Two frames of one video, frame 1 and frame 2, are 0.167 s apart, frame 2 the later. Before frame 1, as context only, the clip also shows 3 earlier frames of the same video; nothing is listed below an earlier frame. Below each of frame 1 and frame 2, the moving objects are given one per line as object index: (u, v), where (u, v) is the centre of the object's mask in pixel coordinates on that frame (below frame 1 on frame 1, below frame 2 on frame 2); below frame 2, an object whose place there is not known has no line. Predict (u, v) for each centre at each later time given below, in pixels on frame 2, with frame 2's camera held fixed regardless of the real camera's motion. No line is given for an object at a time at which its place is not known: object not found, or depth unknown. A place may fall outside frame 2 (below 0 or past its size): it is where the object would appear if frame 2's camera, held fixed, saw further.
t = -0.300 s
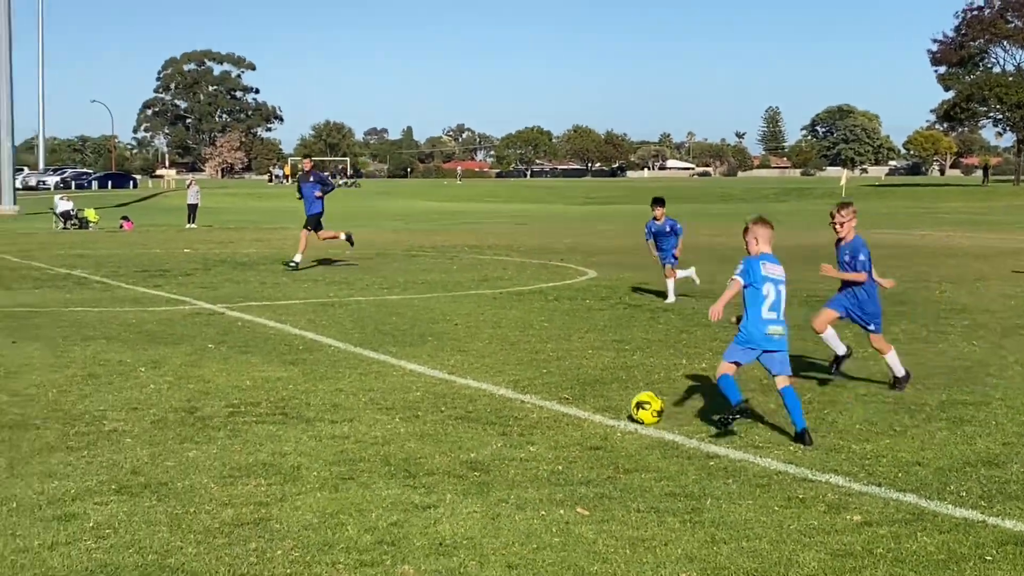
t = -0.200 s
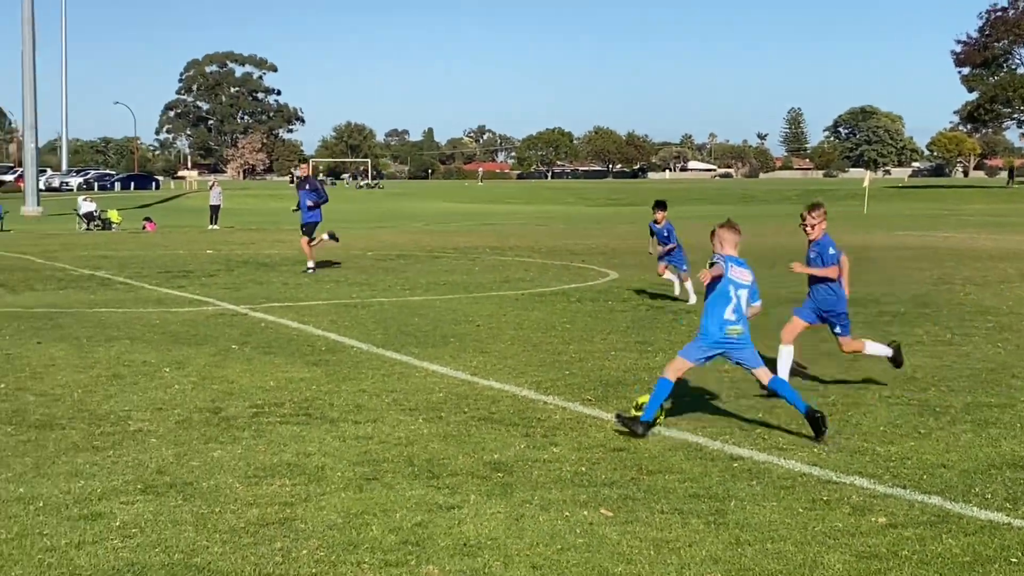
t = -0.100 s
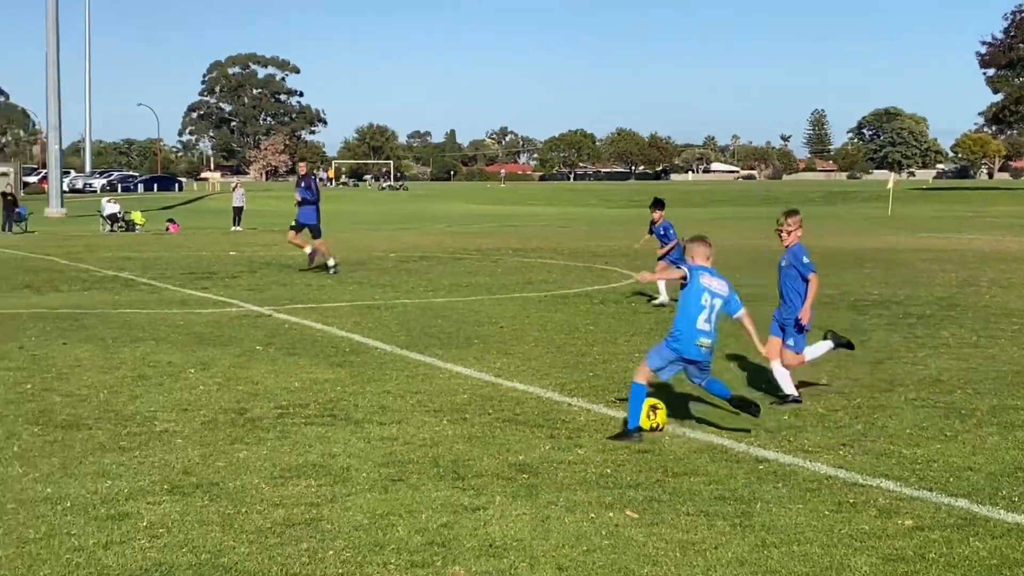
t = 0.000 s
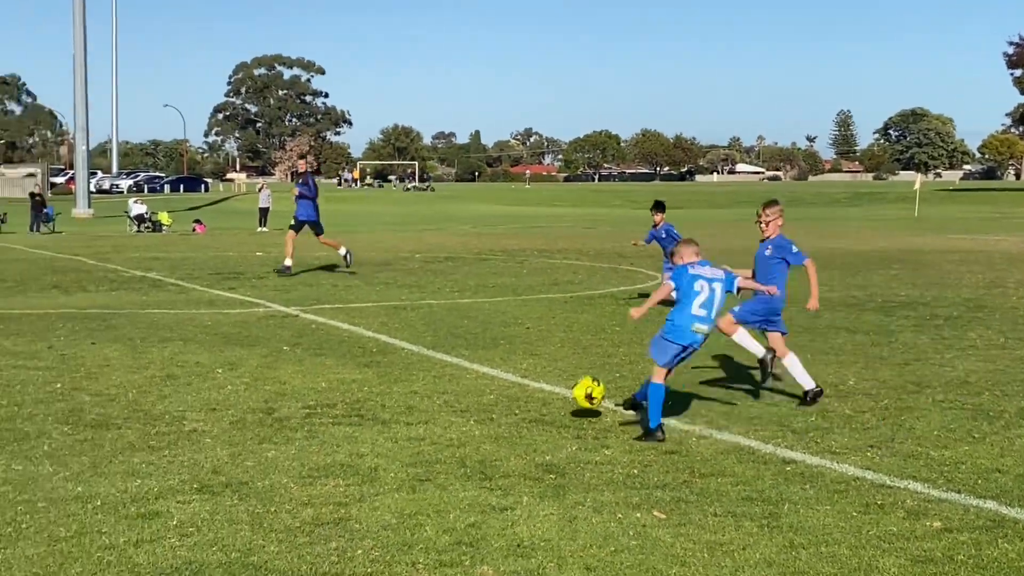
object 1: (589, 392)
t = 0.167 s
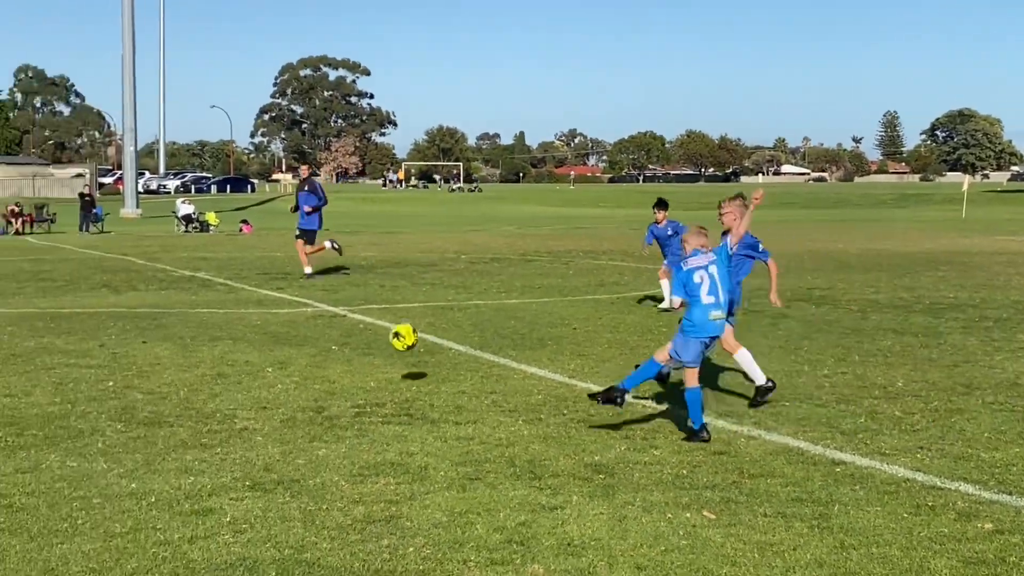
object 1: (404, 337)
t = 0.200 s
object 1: (365, 332)
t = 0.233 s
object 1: (328, 328)
